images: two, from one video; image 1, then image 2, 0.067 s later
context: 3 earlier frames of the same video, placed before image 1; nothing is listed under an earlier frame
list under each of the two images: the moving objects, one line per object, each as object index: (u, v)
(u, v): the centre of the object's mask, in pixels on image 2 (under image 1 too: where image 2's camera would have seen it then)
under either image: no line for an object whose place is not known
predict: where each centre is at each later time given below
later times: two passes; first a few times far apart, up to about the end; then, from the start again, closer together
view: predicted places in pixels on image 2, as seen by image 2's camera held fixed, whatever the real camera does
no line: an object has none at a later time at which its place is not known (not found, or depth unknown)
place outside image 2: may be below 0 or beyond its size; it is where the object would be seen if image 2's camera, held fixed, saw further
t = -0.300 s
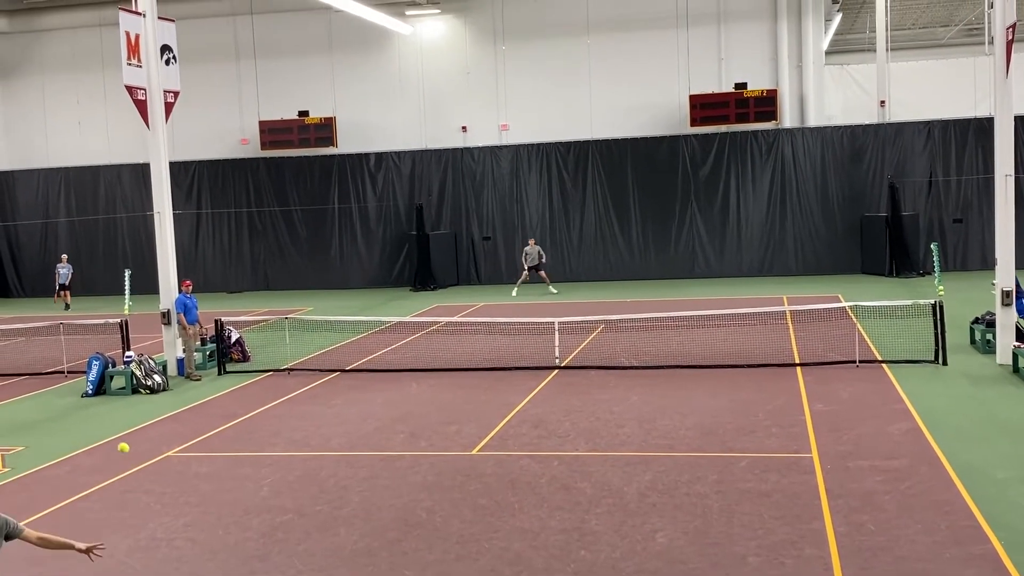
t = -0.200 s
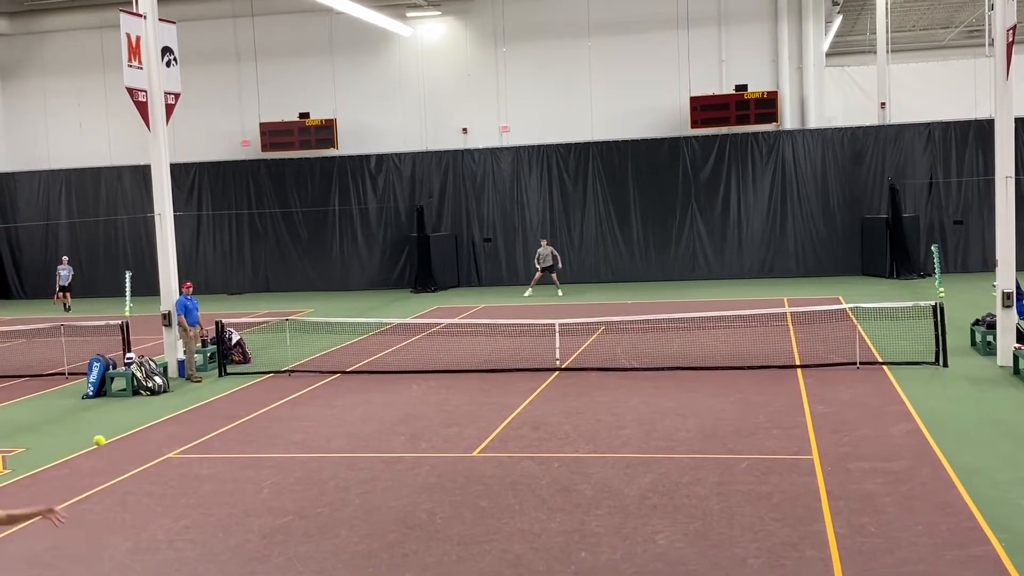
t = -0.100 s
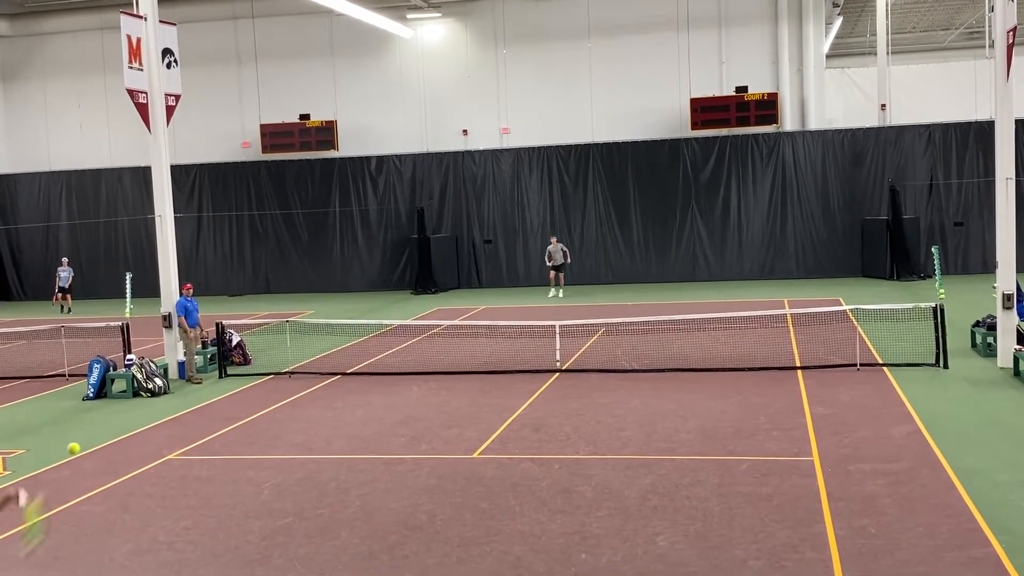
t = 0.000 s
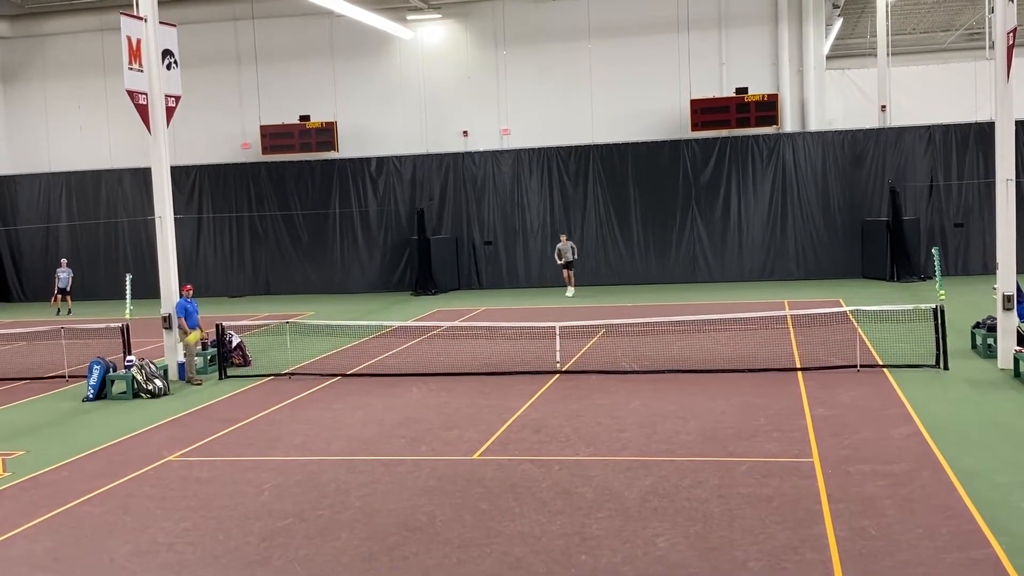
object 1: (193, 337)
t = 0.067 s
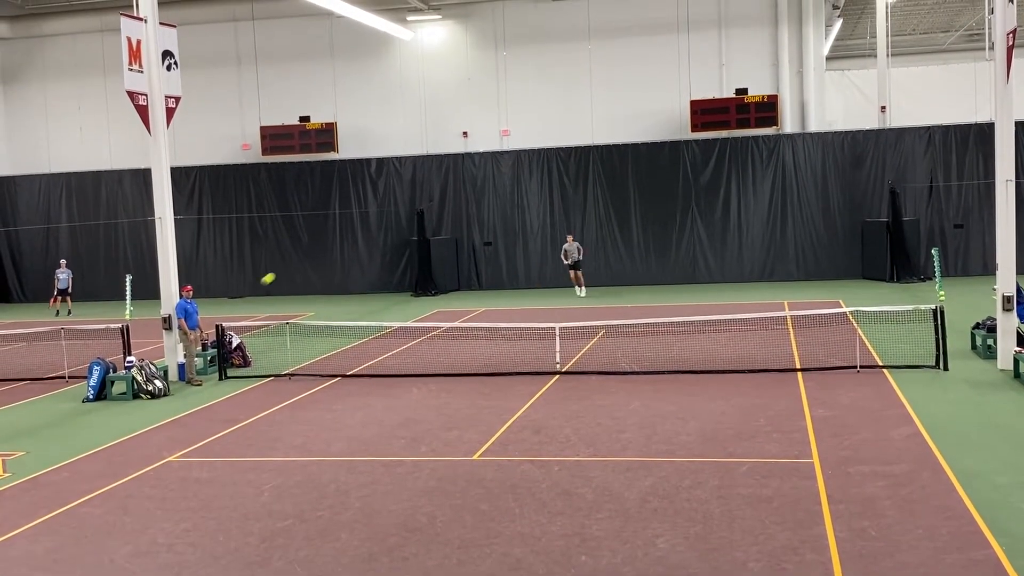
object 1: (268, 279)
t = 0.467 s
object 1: (480, 188)
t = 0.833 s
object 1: (564, 231)
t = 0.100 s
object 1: (298, 257)
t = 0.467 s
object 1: (480, 188)
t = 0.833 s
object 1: (564, 231)
